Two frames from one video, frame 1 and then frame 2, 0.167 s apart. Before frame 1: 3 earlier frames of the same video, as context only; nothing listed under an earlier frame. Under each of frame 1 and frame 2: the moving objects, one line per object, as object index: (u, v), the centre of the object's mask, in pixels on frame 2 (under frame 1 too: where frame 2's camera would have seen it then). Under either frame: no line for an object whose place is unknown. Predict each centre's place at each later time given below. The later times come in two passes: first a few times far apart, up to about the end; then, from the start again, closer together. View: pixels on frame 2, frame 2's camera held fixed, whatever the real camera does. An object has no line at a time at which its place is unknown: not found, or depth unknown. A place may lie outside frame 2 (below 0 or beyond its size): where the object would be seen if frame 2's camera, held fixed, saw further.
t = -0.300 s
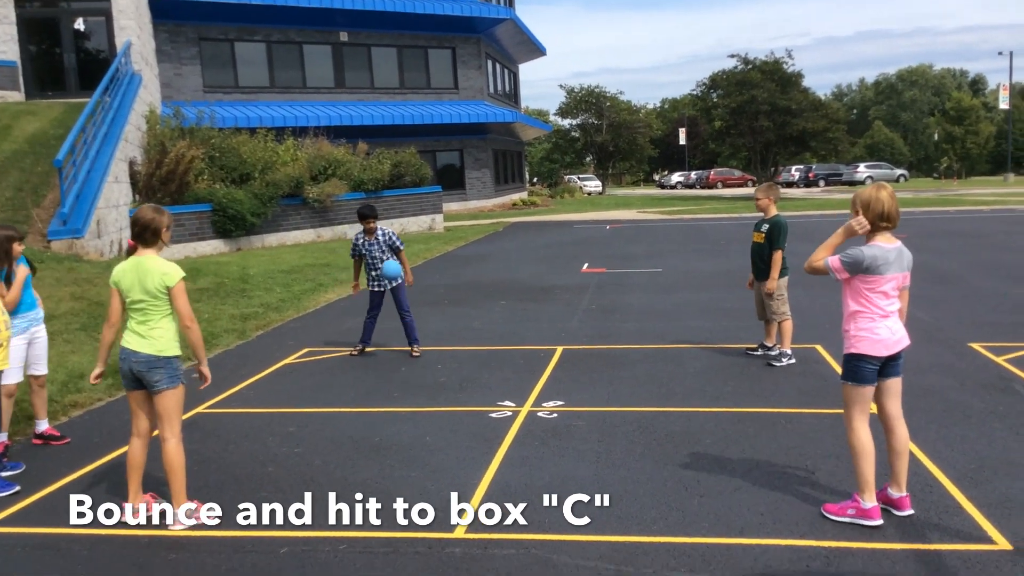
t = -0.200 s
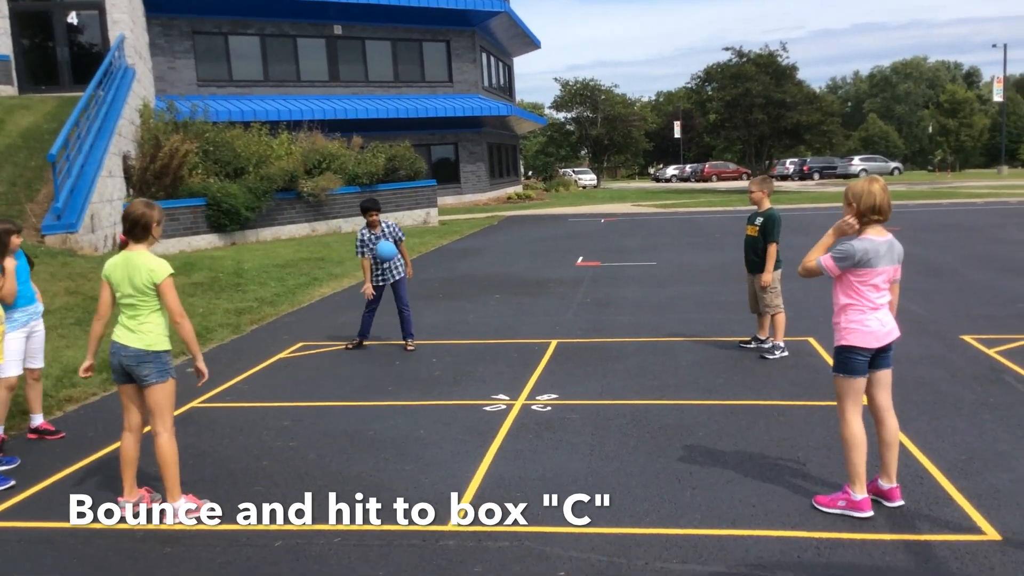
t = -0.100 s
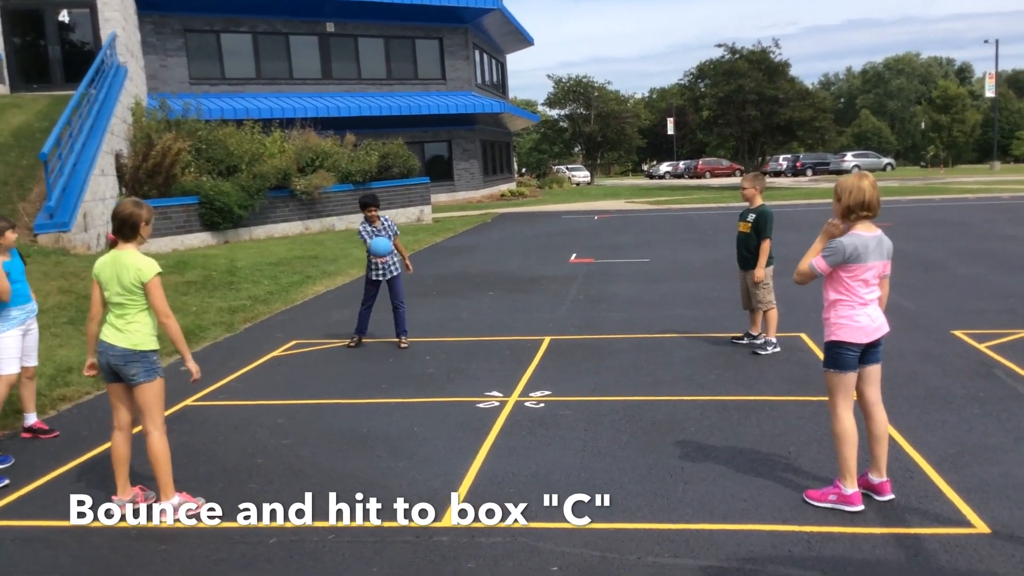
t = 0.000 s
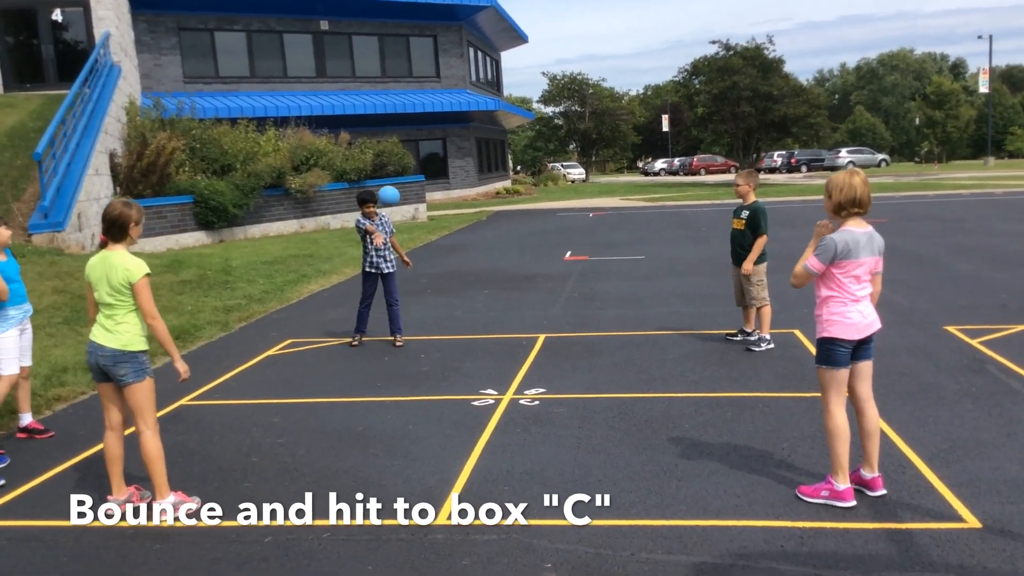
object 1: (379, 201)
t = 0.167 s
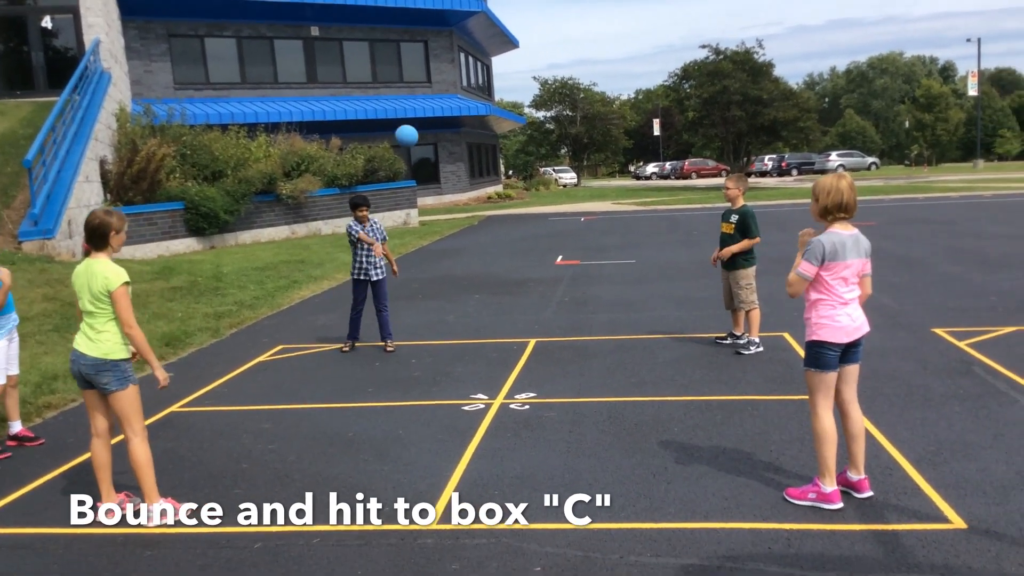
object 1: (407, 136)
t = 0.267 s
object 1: (425, 111)
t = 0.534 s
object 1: (481, 106)
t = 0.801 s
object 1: (550, 204)
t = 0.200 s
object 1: (412, 126)
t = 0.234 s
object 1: (418, 118)
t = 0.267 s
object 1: (425, 111)
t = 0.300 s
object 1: (431, 105)
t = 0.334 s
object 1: (437, 101)
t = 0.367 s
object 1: (444, 98)
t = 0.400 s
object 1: (451, 96)
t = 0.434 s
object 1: (458, 97)
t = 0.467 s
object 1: (466, 98)
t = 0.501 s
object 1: (474, 101)
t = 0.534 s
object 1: (481, 106)
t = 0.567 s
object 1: (489, 112)
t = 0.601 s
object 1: (497, 121)
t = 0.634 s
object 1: (505, 130)
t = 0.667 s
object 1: (514, 142)
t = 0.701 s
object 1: (522, 155)
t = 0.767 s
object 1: (540, 186)
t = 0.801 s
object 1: (550, 204)
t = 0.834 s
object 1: (559, 225)
